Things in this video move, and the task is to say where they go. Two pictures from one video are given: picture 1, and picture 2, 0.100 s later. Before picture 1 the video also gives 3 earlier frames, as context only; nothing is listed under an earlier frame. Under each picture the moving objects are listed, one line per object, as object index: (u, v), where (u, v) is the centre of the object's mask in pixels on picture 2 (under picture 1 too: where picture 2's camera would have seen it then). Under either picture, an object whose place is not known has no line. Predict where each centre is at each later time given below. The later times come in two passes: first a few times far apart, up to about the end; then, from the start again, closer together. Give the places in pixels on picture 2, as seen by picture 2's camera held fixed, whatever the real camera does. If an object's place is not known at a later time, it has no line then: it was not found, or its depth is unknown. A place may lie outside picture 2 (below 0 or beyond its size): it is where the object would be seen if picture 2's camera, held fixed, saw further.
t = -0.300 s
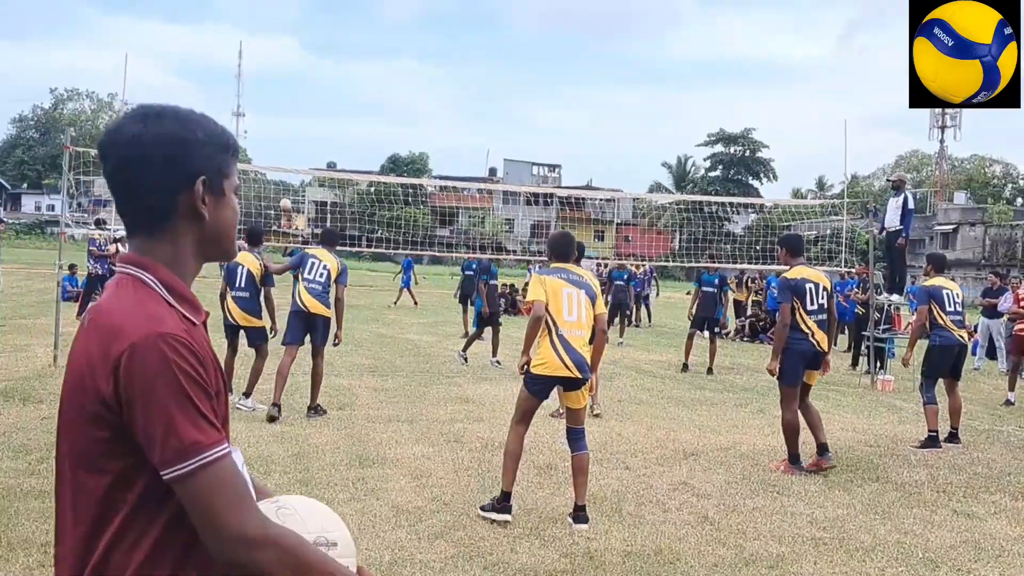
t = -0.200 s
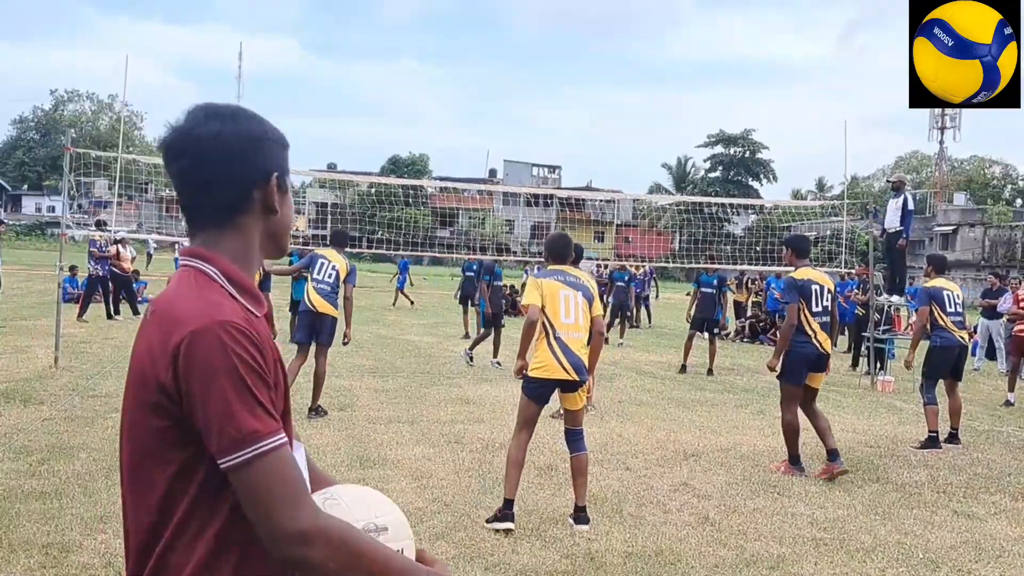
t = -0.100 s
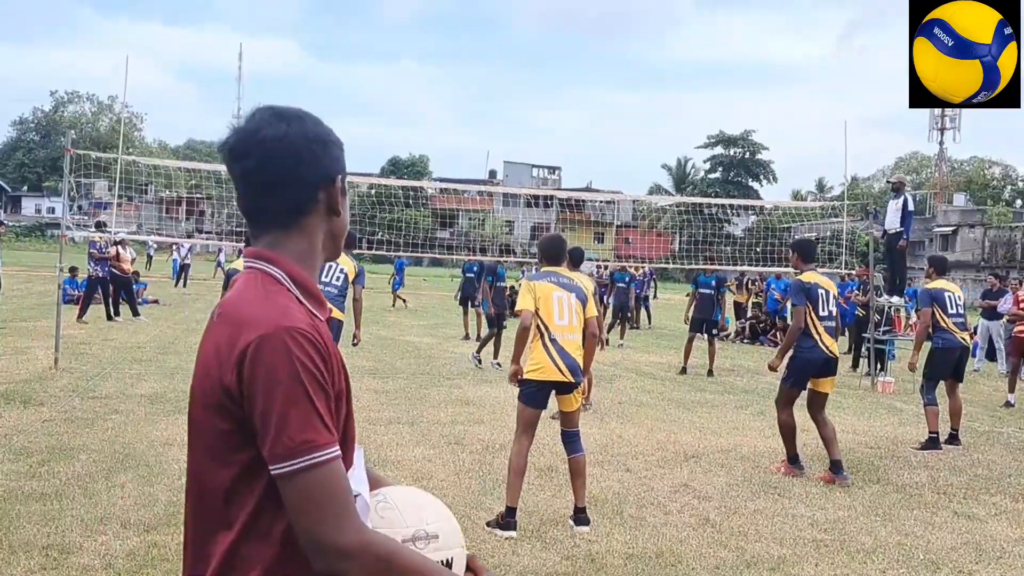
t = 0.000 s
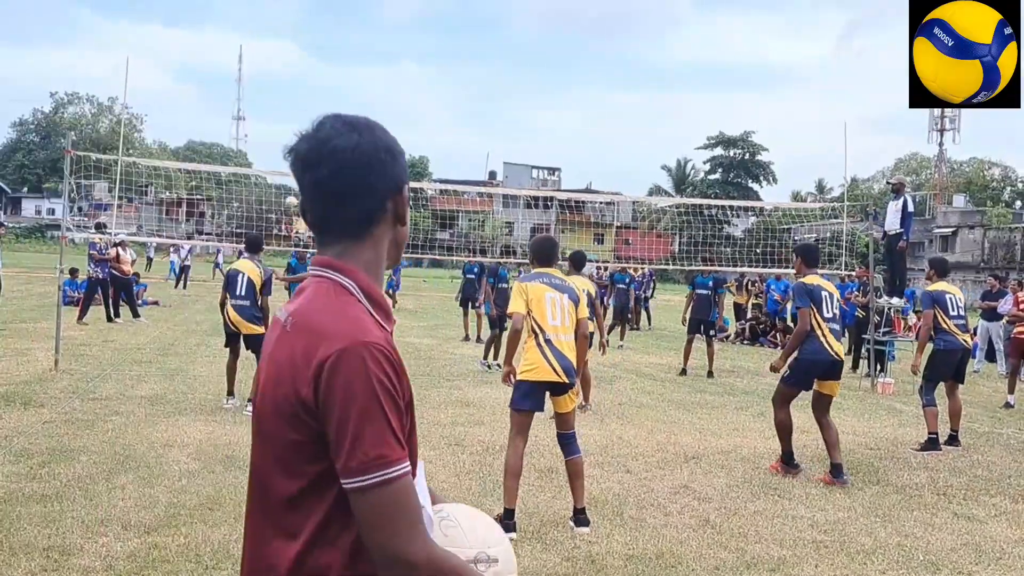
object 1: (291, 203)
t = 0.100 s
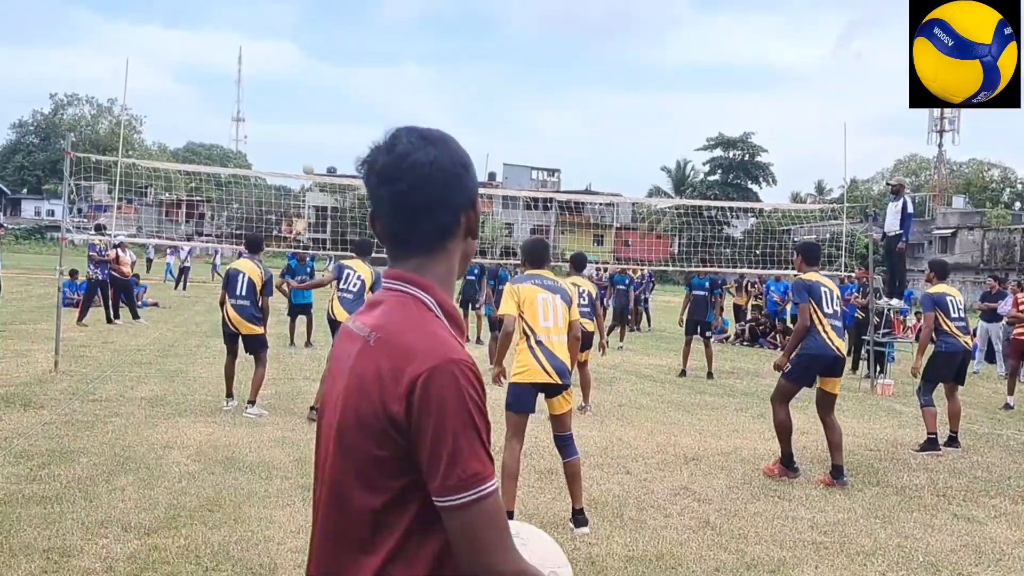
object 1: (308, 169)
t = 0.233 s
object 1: (333, 128)
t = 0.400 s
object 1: (368, 83)
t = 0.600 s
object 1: (420, 43)
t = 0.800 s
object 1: (486, 25)
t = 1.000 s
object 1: (572, 36)
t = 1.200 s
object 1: (684, 98)
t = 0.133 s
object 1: (314, 159)
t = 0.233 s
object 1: (333, 128)
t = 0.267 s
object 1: (339, 119)
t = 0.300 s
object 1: (346, 109)
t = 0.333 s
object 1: (353, 100)
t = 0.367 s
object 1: (360, 91)
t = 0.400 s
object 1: (368, 83)
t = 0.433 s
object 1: (376, 75)
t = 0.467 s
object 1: (384, 68)
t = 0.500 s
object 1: (392, 61)
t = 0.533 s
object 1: (401, 55)
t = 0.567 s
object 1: (410, 49)
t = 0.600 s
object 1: (420, 43)
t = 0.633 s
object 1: (430, 39)
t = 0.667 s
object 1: (440, 35)
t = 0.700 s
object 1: (451, 31)
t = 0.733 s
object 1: (462, 29)
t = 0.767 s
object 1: (474, 26)
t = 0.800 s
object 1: (486, 25)
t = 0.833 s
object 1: (499, 24)
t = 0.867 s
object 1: (512, 24)
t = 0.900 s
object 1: (526, 26)
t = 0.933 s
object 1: (540, 28)
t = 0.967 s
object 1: (556, 31)
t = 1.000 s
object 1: (572, 36)
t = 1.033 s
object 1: (589, 42)
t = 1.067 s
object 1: (606, 50)
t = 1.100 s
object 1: (624, 59)
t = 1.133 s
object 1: (643, 70)
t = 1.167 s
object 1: (663, 83)
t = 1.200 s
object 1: (684, 98)
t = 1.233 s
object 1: (706, 115)
